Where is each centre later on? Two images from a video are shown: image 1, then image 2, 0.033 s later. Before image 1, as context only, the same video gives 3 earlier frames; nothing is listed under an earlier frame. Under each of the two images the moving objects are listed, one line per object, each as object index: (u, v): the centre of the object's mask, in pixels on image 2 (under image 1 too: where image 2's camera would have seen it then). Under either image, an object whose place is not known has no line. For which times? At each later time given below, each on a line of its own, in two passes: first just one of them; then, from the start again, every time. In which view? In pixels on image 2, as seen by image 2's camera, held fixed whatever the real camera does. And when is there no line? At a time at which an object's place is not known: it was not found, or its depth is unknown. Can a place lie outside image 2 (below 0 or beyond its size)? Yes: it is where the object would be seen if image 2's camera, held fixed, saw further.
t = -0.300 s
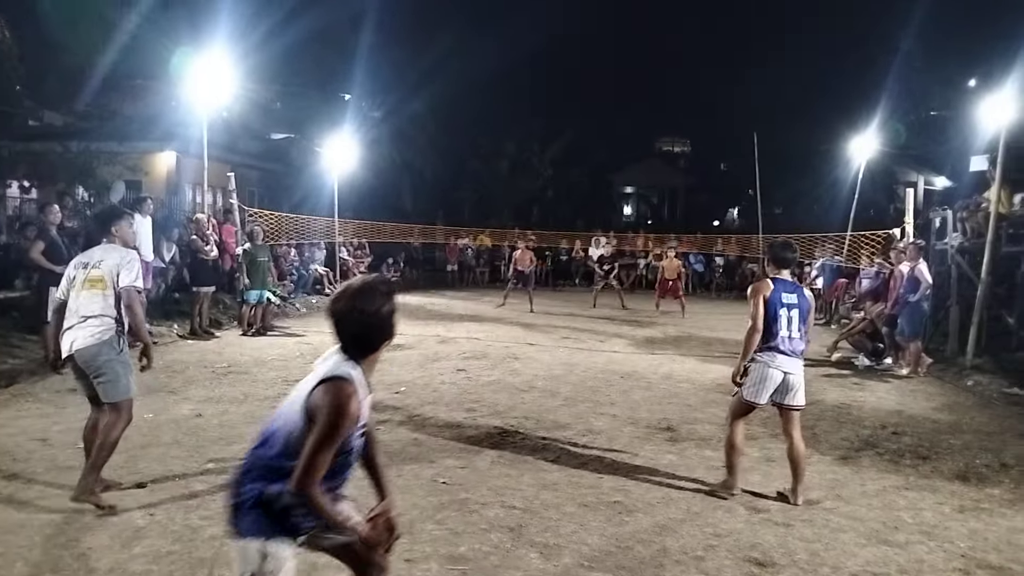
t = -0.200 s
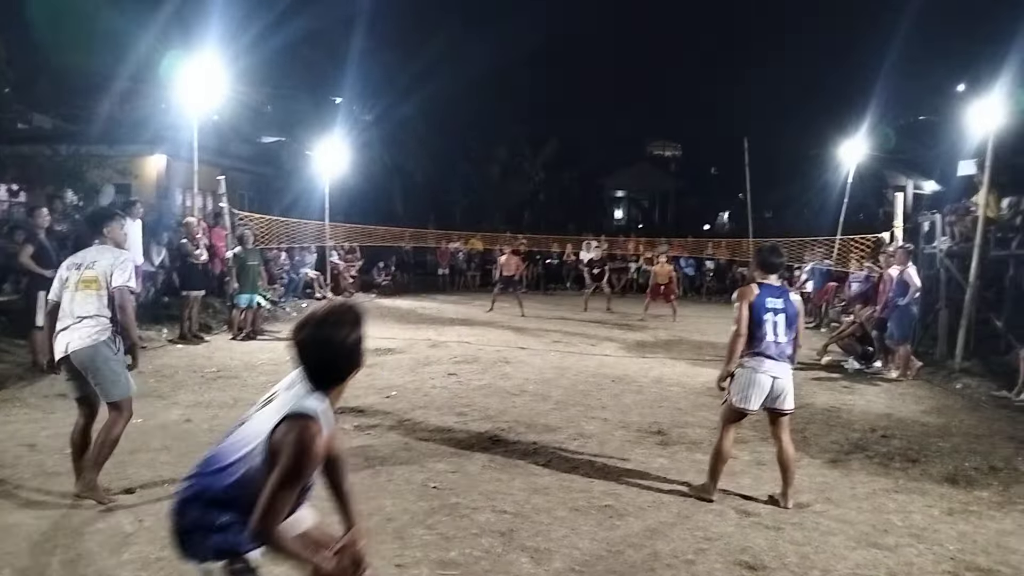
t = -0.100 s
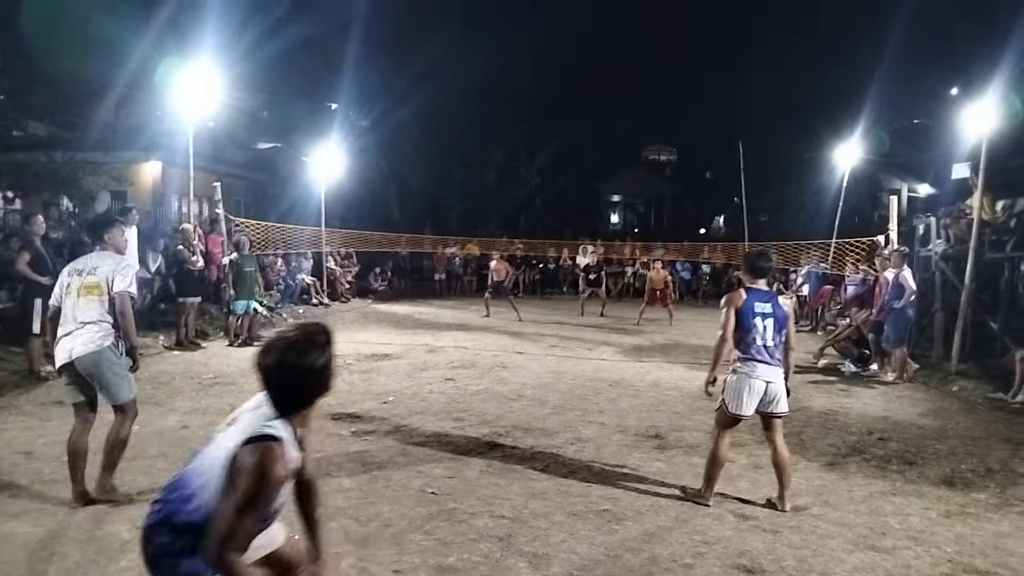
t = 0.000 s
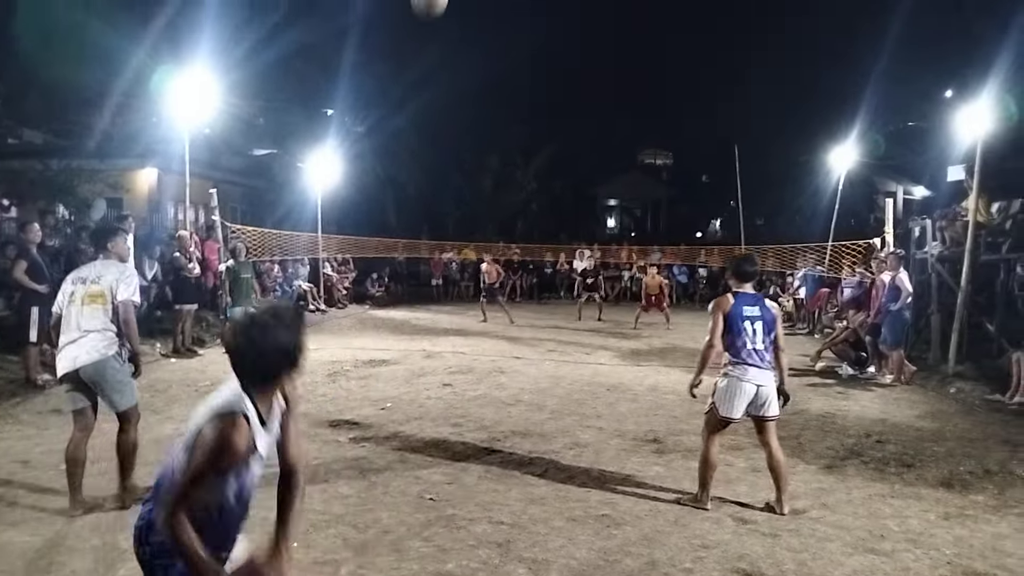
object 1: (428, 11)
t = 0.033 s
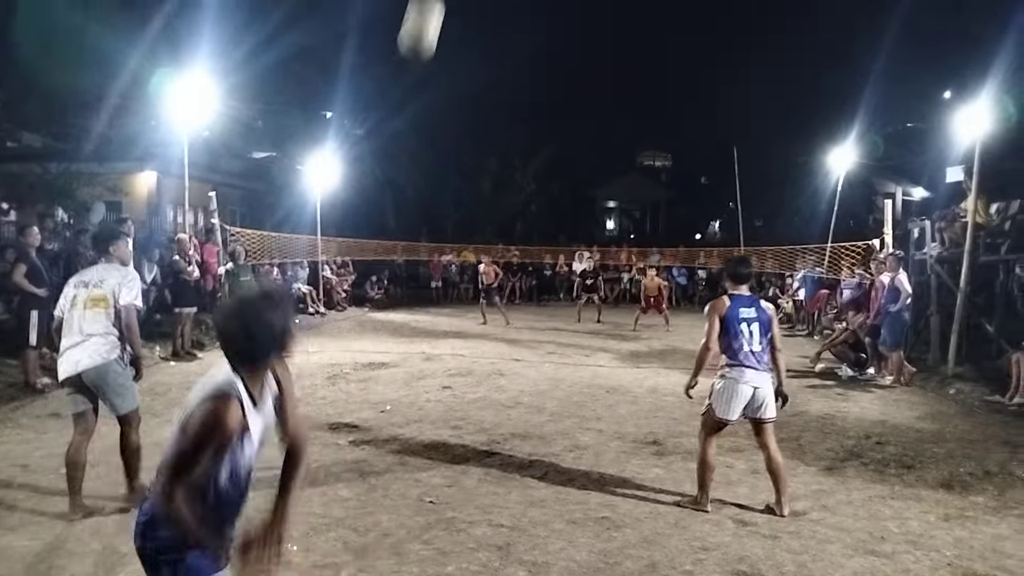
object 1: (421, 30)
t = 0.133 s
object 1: (377, 196)
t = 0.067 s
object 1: (408, 72)
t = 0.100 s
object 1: (394, 128)
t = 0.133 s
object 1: (377, 196)
